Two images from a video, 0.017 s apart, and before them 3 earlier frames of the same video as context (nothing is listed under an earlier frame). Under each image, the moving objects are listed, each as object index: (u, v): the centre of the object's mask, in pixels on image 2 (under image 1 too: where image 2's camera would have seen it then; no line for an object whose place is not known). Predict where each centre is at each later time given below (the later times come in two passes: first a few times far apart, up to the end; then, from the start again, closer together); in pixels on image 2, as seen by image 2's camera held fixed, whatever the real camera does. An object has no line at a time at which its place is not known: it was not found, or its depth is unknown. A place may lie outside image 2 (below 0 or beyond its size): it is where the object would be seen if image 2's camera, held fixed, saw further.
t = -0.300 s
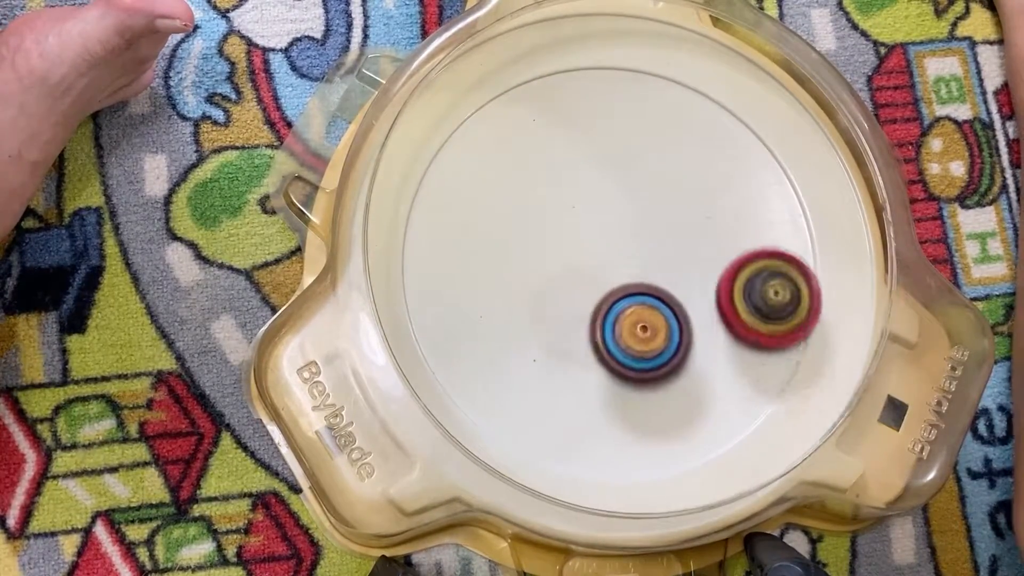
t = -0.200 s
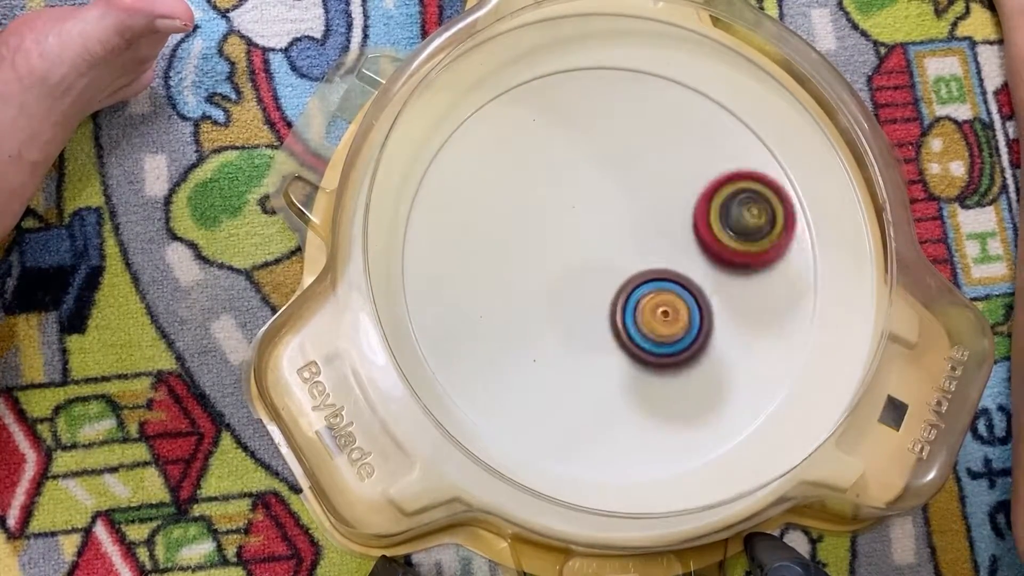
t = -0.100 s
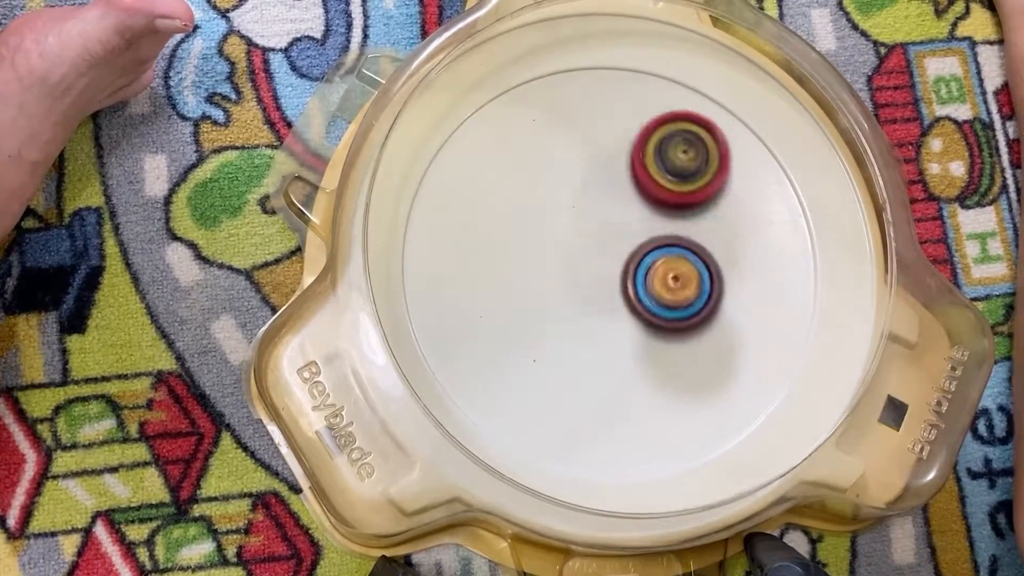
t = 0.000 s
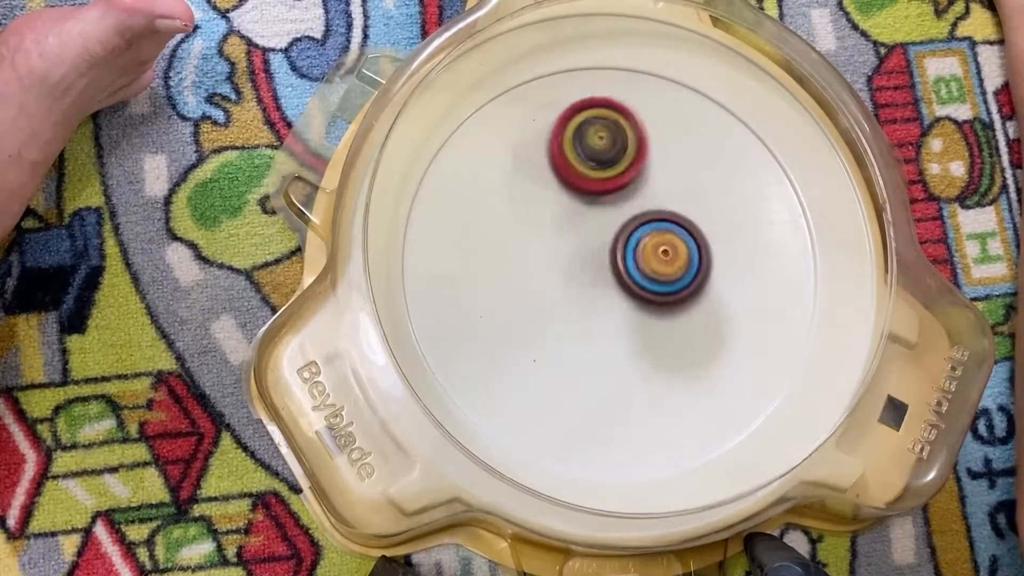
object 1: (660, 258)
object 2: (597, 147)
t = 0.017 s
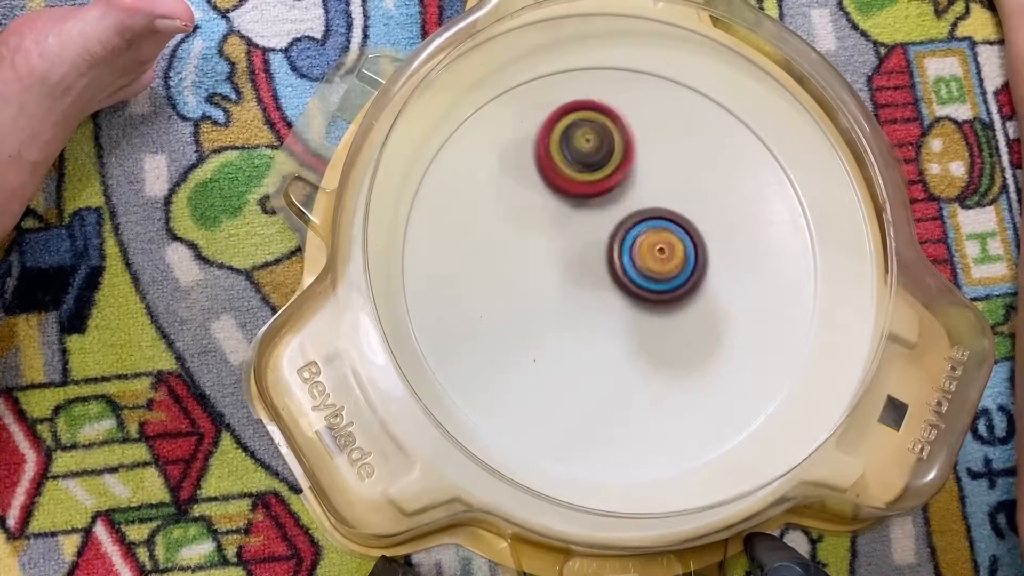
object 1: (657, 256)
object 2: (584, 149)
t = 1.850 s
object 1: (615, 241)
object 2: (718, 263)
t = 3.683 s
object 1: (539, 217)
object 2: (644, 253)
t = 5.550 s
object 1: (631, 340)
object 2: (517, 295)
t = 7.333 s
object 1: (676, 173)
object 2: (595, 300)
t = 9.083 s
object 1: (671, 319)
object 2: (609, 222)
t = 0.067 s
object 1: (641, 251)
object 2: (546, 164)
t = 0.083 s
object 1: (636, 250)
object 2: (534, 171)
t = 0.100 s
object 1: (630, 248)
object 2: (523, 179)
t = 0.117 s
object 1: (624, 248)
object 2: (513, 188)
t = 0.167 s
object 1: (606, 249)
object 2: (487, 222)
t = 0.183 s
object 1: (600, 250)
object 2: (481, 235)
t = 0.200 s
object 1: (596, 252)
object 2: (477, 248)
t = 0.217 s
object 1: (591, 255)
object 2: (473, 263)
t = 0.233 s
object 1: (587, 258)
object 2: (472, 277)
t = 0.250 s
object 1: (584, 261)
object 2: (472, 291)
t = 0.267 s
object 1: (582, 265)
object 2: (474, 304)
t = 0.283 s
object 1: (580, 268)
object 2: (477, 317)
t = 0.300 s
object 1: (579, 272)
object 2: (482, 330)
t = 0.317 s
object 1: (579, 276)
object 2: (488, 342)
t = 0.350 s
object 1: (580, 286)
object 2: (504, 364)
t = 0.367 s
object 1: (581, 290)
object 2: (513, 373)
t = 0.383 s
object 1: (583, 295)
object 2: (523, 382)
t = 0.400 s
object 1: (586, 299)
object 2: (533, 392)
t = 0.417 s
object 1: (590, 302)
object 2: (544, 401)
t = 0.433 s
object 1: (594, 304)
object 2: (555, 409)
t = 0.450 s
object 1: (598, 306)
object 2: (568, 414)
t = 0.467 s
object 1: (603, 307)
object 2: (581, 419)
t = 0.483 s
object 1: (607, 308)
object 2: (594, 421)
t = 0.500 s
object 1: (611, 308)
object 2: (608, 423)
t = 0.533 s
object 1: (618, 307)
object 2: (635, 421)
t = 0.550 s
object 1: (620, 306)
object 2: (648, 418)
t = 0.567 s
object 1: (621, 304)
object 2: (660, 414)
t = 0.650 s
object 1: (628, 284)
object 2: (714, 379)
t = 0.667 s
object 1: (629, 279)
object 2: (722, 368)
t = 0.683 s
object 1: (629, 274)
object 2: (729, 357)
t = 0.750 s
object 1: (628, 255)
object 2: (743, 308)
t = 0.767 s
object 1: (627, 251)
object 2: (743, 295)
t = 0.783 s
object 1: (625, 248)
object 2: (742, 283)
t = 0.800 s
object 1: (623, 245)
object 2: (740, 270)
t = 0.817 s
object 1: (620, 243)
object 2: (737, 258)
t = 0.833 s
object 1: (618, 242)
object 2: (733, 246)
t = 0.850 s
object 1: (615, 242)
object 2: (727, 235)
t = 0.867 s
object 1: (612, 241)
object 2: (720, 223)
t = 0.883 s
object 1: (608, 241)
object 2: (713, 212)
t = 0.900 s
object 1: (604, 242)
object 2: (705, 202)
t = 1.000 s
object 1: (581, 250)
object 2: (641, 156)
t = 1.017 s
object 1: (577, 253)
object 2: (629, 152)
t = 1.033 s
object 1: (575, 256)
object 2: (616, 150)
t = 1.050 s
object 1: (573, 259)
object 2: (604, 149)
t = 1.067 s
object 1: (572, 262)
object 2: (591, 149)
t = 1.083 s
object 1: (571, 264)
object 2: (579, 150)
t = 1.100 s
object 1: (571, 265)
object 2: (567, 152)
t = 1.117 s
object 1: (571, 267)
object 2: (556, 156)
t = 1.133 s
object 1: (573, 268)
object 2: (544, 160)
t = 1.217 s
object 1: (591, 277)
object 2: (502, 196)
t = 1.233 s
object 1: (595, 279)
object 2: (495, 205)
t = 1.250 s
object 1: (600, 280)
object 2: (489, 216)
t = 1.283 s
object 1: (609, 281)
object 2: (480, 239)
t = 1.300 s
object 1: (614, 281)
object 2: (478, 252)
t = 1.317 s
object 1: (617, 280)
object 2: (477, 264)
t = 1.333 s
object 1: (621, 280)
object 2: (477, 276)
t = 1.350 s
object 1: (624, 279)
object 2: (479, 289)
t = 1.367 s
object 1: (626, 279)
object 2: (482, 301)
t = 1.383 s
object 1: (628, 278)
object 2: (487, 312)
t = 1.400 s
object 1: (629, 277)
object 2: (492, 323)
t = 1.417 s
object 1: (629, 276)
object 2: (499, 333)
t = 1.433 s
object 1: (629, 274)
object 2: (507, 342)
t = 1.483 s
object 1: (629, 264)
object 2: (534, 364)
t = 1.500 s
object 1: (629, 260)
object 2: (543, 370)
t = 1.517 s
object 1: (628, 257)
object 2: (554, 374)
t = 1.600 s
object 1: (621, 239)
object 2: (614, 381)
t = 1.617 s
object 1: (619, 235)
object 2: (626, 378)
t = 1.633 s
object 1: (616, 232)
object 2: (638, 375)
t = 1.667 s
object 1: (612, 227)
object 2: (660, 365)
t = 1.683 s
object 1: (611, 226)
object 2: (670, 358)
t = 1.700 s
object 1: (609, 226)
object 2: (679, 351)
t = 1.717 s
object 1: (609, 226)
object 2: (686, 343)
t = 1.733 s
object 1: (608, 226)
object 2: (693, 335)
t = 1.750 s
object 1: (609, 227)
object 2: (699, 326)
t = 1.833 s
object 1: (616, 238)
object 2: (715, 274)
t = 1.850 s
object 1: (615, 241)
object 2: (718, 263)
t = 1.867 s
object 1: (610, 243)
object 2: (721, 254)
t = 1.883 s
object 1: (605, 244)
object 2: (722, 244)
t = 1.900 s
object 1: (601, 244)
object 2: (722, 235)
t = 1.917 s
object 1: (597, 245)
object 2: (720, 226)
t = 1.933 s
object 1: (593, 247)
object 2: (717, 216)
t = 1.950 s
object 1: (591, 249)
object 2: (714, 207)
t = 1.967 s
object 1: (590, 252)
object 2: (709, 197)
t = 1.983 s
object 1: (589, 255)
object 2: (703, 187)
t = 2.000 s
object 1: (589, 258)
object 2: (696, 179)
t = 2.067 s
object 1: (591, 269)
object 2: (665, 152)
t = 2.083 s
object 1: (592, 271)
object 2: (655, 147)
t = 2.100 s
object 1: (593, 273)
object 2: (646, 145)
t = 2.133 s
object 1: (594, 277)
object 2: (628, 142)
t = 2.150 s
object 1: (595, 278)
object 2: (620, 142)
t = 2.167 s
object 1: (595, 278)
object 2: (611, 144)
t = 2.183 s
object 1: (595, 278)
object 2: (603, 146)
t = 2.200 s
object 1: (595, 278)
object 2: (595, 148)
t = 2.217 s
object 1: (595, 276)
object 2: (587, 152)
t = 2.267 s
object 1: (599, 270)
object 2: (566, 165)
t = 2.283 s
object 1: (602, 268)
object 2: (559, 171)
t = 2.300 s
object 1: (605, 268)
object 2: (553, 177)
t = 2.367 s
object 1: (621, 273)
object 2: (535, 205)
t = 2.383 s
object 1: (624, 273)
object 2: (532, 213)
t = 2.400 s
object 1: (627, 272)
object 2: (530, 221)
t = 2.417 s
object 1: (629, 271)
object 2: (529, 229)
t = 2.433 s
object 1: (631, 270)
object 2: (528, 237)
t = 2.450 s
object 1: (632, 268)
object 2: (528, 244)
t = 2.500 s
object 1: (637, 264)
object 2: (528, 268)
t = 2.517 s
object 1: (638, 264)
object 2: (529, 276)
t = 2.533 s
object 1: (640, 263)
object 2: (531, 284)
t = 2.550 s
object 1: (641, 263)
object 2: (534, 292)
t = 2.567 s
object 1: (641, 262)
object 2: (538, 299)
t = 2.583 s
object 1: (642, 262)
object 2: (543, 307)
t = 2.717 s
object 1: (646, 257)
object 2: (595, 349)
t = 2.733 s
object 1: (646, 256)
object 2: (603, 352)
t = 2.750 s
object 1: (647, 254)
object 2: (610, 354)
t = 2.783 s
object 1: (648, 252)
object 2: (626, 355)
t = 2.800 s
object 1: (649, 251)
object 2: (633, 355)
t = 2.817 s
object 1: (649, 248)
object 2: (641, 356)
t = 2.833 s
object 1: (649, 247)
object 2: (648, 356)
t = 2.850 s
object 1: (649, 245)
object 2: (655, 355)
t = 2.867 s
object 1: (649, 244)
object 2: (662, 353)
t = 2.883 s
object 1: (649, 243)
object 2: (669, 351)
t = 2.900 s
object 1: (649, 243)
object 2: (676, 348)
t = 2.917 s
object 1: (649, 242)
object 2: (683, 344)
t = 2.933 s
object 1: (649, 240)
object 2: (688, 341)
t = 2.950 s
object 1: (648, 236)
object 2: (695, 340)
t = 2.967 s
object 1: (647, 232)
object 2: (700, 337)
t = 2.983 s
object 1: (647, 229)
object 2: (705, 334)
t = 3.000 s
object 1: (646, 227)
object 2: (710, 329)
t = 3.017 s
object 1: (645, 226)
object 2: (714, 324)
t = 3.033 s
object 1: (644, 225)
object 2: (718, 319)
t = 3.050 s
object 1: (643, 224)
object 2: (721, 313)
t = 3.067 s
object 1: (642, 224)
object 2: (724, 306)
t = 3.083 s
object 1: (641, 223)
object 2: (726, 299)
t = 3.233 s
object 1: (619, 208)
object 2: (729, 248)
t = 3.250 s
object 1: (612, 205)
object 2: (729, 245)
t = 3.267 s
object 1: (607, 203)
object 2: (727, 241)
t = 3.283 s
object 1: (603, 202)
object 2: (725, 236)
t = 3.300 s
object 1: (599, 202)
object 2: (721, 232)
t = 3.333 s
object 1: (594, 201)
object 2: (712, 224)
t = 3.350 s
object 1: (592, 202)
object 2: (707, 221)
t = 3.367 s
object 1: (590, 202)
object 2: (701, 219)
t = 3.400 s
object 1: (586, 203)
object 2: (690, 215)
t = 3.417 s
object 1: (583, 203)
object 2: (685, 214)
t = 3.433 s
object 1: (578, 203)
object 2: (682, 215)
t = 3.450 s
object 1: (575, 204)
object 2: (678, 215)
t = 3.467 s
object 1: (572, 205)
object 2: (674, 216)
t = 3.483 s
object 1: (567, 204)
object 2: (672, 218)
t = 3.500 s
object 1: (562, 205)
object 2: (671, 220)
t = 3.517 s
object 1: (558, 205)
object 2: (668, 221)
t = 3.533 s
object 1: (555, 206)
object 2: (665, 223)
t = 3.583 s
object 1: (549, 210)
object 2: (657, 231)
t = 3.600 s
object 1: (547, 211)
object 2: (654, 234)
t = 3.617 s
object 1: (545, 212)
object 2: (652, 237)
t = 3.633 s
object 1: (544, 213)
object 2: (649, 240)
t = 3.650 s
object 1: (542, 214)
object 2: (647, 244)
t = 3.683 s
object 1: (539, 217)
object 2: (644, 253)
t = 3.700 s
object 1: (538, 218)
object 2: (643, 256)
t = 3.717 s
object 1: (537, 220)
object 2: (641, 261)
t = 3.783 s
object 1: (535, 225)
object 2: (640, 279)
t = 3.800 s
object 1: (535, 227)
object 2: (641, 284)
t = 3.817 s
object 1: (534, 228)
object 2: (641, 290)
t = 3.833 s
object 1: (534, 229)
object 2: (642, 295)
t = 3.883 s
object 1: (534, 233)
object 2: (648, 311)
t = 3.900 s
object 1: (534, 234)
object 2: (651, 316)
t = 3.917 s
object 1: (534, 236)
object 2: (655, 321)
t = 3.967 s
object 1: (534, 239)
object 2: (669, 331)
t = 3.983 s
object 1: (534, 241)
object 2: (674, 333)
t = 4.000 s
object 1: (535, 242)
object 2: (679, 335)
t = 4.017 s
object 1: (535, 243)
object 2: (685, 335)
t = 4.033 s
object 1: (536, 245)
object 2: (690, 335)
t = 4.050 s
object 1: (536, 246)
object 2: (695, 333)
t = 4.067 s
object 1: (537, 247)
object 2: (699, 331)
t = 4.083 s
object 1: (537, 249)
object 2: (703, 328)
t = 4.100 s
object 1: (538, 250)
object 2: (706, 324)
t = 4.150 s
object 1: (541, 254)
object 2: (709, 309)
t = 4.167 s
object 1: (542, 255)
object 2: (709, 303)
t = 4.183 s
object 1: (543, 256)
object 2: (707, 297)
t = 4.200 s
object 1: (544, 258)
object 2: (704, 291)
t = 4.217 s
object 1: (546, 259)
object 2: (700, 285)
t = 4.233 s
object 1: (547, 261)
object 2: (694, 281)
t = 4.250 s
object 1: (549, 262)
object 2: (689, 277)
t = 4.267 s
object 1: (550, 263)
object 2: (682, 274)
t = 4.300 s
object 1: (554, 265)
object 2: (668, 269)
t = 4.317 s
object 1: (555, 267)
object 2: (660, 268)
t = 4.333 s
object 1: (551, 266)
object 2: (660, 270)
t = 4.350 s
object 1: (516, 260)
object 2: (685, 274)
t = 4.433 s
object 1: (396, 233)
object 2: (784, 287)
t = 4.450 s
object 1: (387, 231)
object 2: (798, 287)
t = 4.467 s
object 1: (391, 232)
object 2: (810, 287)
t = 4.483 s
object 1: (399, 236)
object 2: (819, 285)
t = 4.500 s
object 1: (404, 237)
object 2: (825, 281)
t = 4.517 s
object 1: (411, 242)
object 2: (828, 279)
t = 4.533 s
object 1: (419, 247)
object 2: (830, 275)
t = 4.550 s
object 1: (432, 251)
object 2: (831, 271)
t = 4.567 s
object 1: (446, 256)
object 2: (831, 266)
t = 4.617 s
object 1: (488, 269)
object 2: (832, 250)
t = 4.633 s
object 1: (503, 272)
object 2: (832, 244)
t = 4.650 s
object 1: (516, 276)
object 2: (831, 238)
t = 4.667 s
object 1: (531, 279)
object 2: (829, 232)
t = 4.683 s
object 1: (545, 283)
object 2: (827, 226)
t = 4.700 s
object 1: (557, 285)
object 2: (824, 220)
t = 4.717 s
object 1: (568, 287)
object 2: (819, 215)
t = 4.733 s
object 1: (578, 289)
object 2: (815, 209)
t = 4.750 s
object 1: (588, 291)
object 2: (807, 204)
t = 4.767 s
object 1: (595, 291)
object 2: (796, 199)
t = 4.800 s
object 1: (606, 291)
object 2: (776, 188)
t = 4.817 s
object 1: (610, 291)
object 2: (765, 183)
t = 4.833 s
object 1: (613, 289)
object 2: (753, 179)
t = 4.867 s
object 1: (616, 286)
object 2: (732, 173)
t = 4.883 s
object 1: (618, 285)
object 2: (720, 172)
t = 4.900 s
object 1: (619, 283)
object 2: (709, 171)
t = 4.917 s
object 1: (619, 282)
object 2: (698, 171)
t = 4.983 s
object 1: (624, 277)
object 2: (657, 178)
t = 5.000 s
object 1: (625, 277)
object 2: (648, 181)
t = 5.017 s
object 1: (619, 288)
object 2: (645, 174)
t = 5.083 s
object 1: (590, 343)
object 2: (637, 147)
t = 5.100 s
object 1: (585, 353)
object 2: (634, 144)
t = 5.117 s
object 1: (581, 362)
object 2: (630, 144)
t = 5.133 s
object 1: (580, 370)
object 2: (625, 144)
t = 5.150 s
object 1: (578, 374)
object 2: (620, 145)
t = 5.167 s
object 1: (578, 378)
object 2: (613, 149)
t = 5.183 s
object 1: (580, 382)
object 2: (607, 152)
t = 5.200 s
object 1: (582, 384)
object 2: (600, 157)
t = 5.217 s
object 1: (583, 386)
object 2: (593, 163)
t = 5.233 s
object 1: (586, 388)
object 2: (587, 168)
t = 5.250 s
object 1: (589, 389)
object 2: (580, 174)
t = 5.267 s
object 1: (590, 388)
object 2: (574, 180)
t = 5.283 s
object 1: (593, 389)
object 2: (568, 186)
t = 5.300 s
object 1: (595, 387)
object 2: (562, 192)
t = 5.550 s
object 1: (631, 340)
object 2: (517, 295)
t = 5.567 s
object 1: (633, 337)
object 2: (517, 302)
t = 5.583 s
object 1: (634, 335)
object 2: (517, 309)
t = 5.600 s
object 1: (634, 334)
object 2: (518, 315)
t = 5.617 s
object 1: (634, 333)
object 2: (518, 322)
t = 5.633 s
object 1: (634, 331)
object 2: (519, 329)
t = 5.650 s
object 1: (633, 331)
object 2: (520, 335)
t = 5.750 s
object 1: (636, 326)
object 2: (529, 371)
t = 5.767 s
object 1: (637, 326)
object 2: (531, 377)
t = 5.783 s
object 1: (637, 324)
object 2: (534, 383)
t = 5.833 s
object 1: (636, 322)
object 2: (546, 399)
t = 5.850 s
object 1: (635, 320)
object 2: (550, 403)
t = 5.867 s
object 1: (635, 319)
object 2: (556, 408)
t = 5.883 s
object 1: (635, 317)
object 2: (561, 412)
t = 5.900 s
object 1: (634, 315)
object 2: (568, 414)
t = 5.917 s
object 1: (633, 314)
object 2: (574, 417)
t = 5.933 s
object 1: (633, 312)
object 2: (581, 418)
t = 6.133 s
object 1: (630, 281)
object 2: (654, 392)
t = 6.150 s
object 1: (629, 274)
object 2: (659, 388)
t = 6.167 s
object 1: (628, 269)
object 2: (662, 383)
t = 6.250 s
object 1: (628, 253)
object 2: (672, 350)
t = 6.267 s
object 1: (626, 248)
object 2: (673, 346)
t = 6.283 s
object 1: (625, 239)
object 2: (674, 343)
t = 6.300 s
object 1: (624, 233)
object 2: (674, 338)
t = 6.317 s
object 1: (623, 229)
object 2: (673, 333)
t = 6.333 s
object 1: (623, 225)
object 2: (673, 326)
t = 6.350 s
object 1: (622, 221)
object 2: (671, 319)
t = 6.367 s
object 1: (622, 219)
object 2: (669, 313)
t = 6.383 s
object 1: (620, 214)
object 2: (667, 308)
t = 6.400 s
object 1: (619, 208)
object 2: (665, 305)
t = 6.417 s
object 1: (619, 204)
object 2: (663, 301)
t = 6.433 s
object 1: (618, 199)
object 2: (660, 297)
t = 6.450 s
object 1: (617, 196)
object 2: (657, 293)
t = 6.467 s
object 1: (617, 190)
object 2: (653, 289)
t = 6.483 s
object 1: (616, 185)
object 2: (650, 287)
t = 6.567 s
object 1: (615, 168)
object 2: (627, 275)
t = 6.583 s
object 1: (615, 167)
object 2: (622, 272)
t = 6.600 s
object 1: (615, 165)
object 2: (617, 272)
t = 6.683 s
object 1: (618, 157)
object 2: (591, 272)
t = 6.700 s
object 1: (618, 155)
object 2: (586, 273)
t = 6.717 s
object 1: (619, 156)
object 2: (580, 274)
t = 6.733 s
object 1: (620, 154)
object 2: (575, 276)
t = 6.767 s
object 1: (622, 154)
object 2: (566, 281)
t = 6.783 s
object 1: (622, 153)
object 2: (563, 283)
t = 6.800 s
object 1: (622, 154)
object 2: (559, 286)
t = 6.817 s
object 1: (624, 154)
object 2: (556, 289)
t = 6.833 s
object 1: (624, 154)
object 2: (553, 292)
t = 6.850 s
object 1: (626, 155)
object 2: (551, 296)
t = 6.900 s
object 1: (629, 157)
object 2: (548, 306)
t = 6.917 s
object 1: (630, 157)
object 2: (547, 310)
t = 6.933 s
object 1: (630, 158)
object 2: (548, 313)
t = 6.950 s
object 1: (632, 158)
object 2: (549, 316)
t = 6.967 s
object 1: (632, 159)
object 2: (550, 320)
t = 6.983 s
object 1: (633, 161)
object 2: (553, 322)
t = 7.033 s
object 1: (636, 163)
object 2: (561, 329)
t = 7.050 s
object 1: (636, 164)
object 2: (565, 331)
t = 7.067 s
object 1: (637, 166)
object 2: (569, 332)
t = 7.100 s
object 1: (639, 168)
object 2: (577, 331)
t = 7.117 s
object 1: (641, 170)
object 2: (581, 331)
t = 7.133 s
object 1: (641, 171)
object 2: (585, 328)
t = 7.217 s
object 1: (647, 180)
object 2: (603, 311)
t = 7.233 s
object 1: (648, 183)
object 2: (606, 307)
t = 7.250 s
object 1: (650, 185)
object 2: (607, 302)
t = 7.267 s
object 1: (650, 188)
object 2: (610, 298)
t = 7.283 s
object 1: (651, 190)
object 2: (611, 292)
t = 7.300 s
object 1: (652, 192)
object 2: (612, 287)
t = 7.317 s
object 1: (662, 186)
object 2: (605, 292)
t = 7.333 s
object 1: (676, 173)
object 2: (595, 300)
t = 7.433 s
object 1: (731, 130)
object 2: (550, 327)
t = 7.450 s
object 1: (735, 128)
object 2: (548, 329)
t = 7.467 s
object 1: (735, 129)
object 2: (546, 330)
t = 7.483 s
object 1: (737, 130)
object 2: (547, 331)
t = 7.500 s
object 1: (736, 132)
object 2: (549, 331)
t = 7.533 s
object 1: (733, 135)
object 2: (556, 332)
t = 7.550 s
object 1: (732, 138)
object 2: (559, 333)
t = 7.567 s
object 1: (730, 139)
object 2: (563, 332)
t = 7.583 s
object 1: (727, 143)
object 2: (567, 332)
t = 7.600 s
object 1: (725, 145)
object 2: (571, 330)
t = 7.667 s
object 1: (713, 159)
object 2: (585, 320)
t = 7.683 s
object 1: (710, 162)
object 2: (589, 317)
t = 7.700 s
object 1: (706, 168)
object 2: (592, 313)
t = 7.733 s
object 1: (698, 177)
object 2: (598, 304)
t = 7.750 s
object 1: (695, 182)
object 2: (601, 300)
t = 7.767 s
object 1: (690, 186)
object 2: (603, 295)
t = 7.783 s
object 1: (687, 191)
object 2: (605, 290)
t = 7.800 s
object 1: (683, 195)
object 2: (607, 285)
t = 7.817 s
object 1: (679, 200)
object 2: (608, 281)
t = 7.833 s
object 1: (678, 204)
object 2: (606, 277)
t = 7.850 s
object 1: (680, 205)
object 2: (603, 276)
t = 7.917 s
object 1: (681, 216)
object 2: (589, 266)
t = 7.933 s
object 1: (682, 219)
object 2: (585, 264)
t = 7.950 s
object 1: (680, 220)
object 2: (581, 262)
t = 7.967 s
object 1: (678, 224)
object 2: (577, 260)
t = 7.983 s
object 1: (677, 225)
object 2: (573, 259)
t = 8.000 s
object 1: (674, 228)
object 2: (570, 258)
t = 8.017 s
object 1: (673, 229)
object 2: (566, 258)
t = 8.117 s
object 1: (654, 249)
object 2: (550, 260)
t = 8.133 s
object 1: (649, 253)
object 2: (548, 260)
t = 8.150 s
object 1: (650, 258)
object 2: (542, 260)
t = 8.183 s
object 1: (653, 270)
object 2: (530, 258)
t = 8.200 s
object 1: (654, 277)
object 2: (527, 258)
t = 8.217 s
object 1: (652, 283)
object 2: (523, 259)
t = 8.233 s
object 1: (652, 288)
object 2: (520, 261)
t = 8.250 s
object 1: (649, 292)
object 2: (517, 262)
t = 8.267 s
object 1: (648, 296)
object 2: (515, 264)
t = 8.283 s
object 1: (645, 300)
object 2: (513, 265)
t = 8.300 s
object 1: (643, 303)
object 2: (512, 267)
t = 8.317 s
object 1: (640, 306)
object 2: (511, 270)
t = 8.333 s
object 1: (638, 309)
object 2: (510, 273)
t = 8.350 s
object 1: (635, 311)
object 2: (511, 275)
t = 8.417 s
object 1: (625, 318)
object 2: (518, 284)
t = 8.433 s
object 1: (623, 320)
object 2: (521, 286)
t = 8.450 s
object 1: (622, 323)
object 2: (523, 286)
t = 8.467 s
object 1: (632, 334)
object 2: (515, 276)
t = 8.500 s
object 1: (656, 354)
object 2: (504, 258)
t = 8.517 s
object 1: (666, 362)
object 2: (501, 252)
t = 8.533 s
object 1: (675, 368)
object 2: (500, 246)
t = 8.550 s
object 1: (683, 372)
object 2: (499, 241)
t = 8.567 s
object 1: (688, 377)
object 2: (499, 239)
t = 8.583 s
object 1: (692, 378)
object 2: (499, 238)
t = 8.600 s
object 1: (694, 380)
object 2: (500, 237)
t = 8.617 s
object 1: (695, 380)
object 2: (501, 236)
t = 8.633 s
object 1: (695, 380)
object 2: (503, 235)
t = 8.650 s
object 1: (694, 378)
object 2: (505, 235)
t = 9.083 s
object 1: (671, 319)
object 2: (609, 222)
